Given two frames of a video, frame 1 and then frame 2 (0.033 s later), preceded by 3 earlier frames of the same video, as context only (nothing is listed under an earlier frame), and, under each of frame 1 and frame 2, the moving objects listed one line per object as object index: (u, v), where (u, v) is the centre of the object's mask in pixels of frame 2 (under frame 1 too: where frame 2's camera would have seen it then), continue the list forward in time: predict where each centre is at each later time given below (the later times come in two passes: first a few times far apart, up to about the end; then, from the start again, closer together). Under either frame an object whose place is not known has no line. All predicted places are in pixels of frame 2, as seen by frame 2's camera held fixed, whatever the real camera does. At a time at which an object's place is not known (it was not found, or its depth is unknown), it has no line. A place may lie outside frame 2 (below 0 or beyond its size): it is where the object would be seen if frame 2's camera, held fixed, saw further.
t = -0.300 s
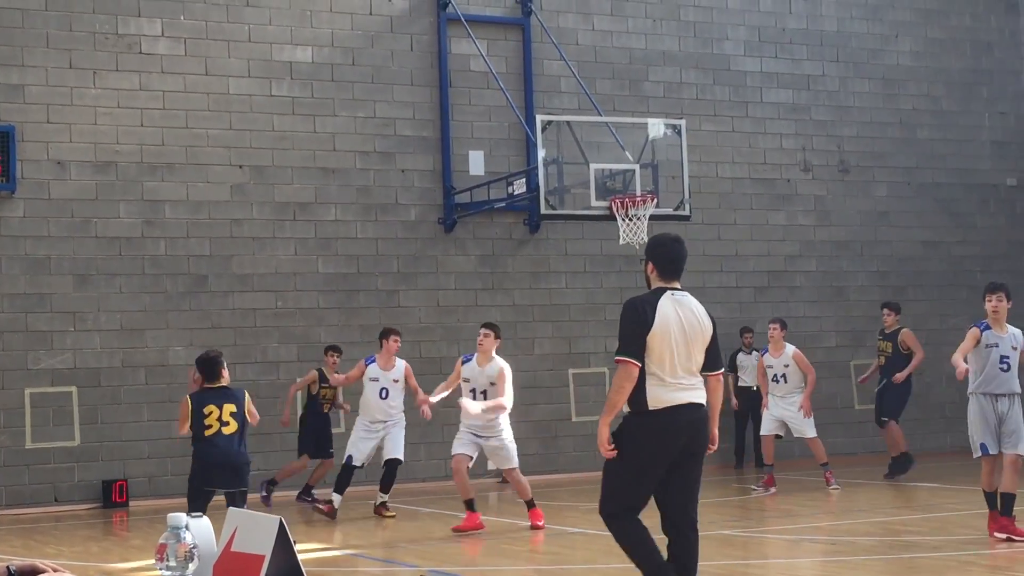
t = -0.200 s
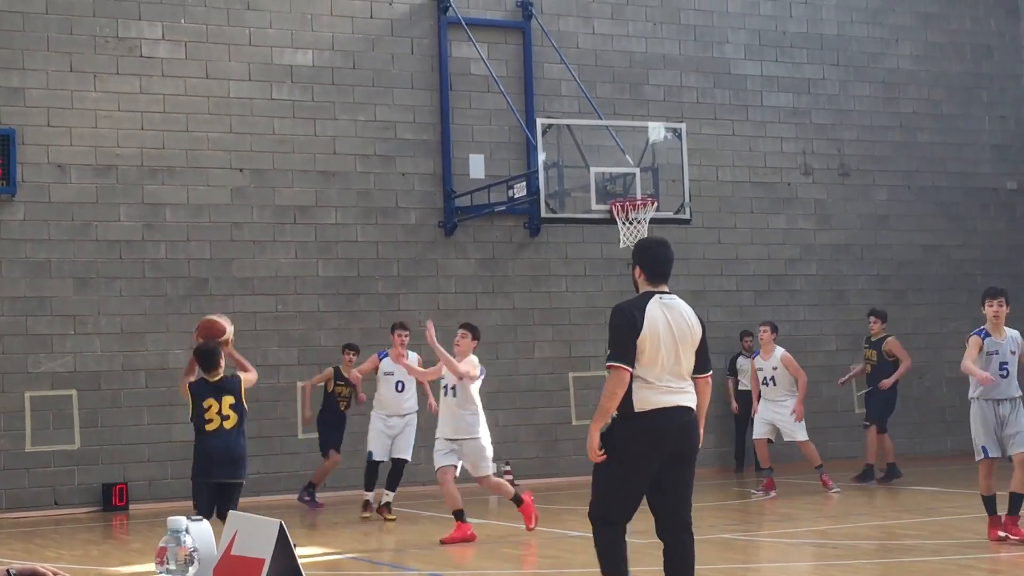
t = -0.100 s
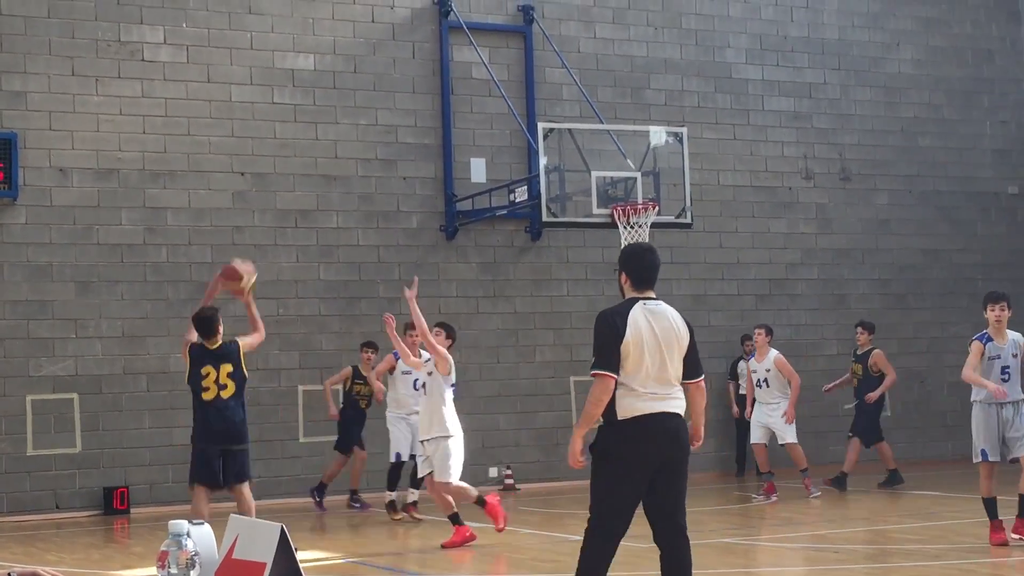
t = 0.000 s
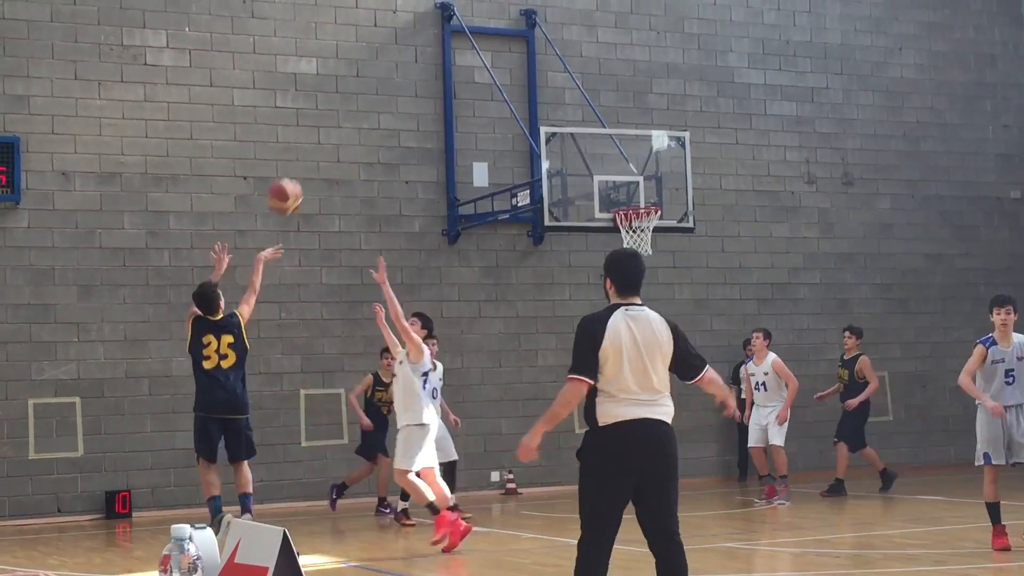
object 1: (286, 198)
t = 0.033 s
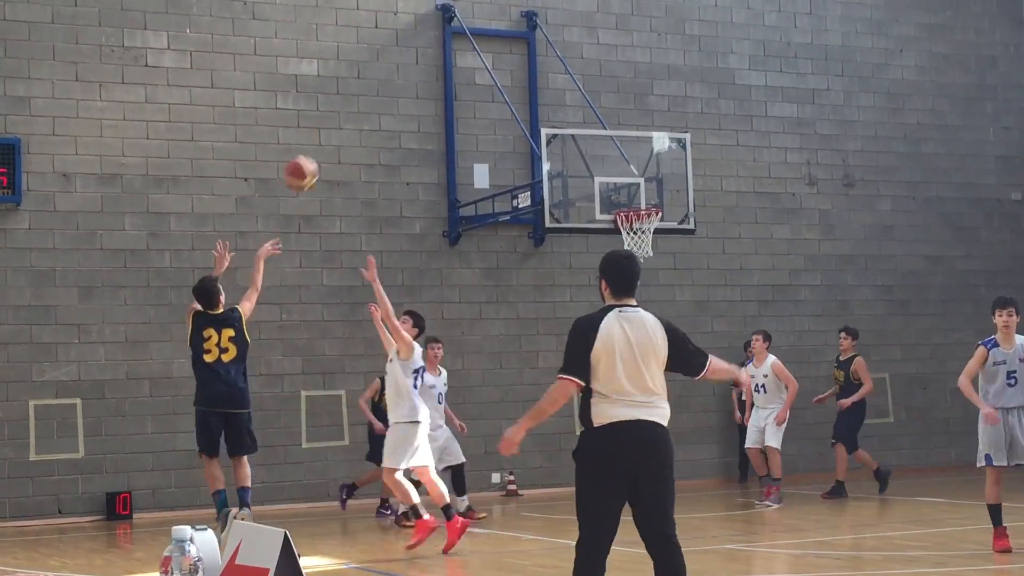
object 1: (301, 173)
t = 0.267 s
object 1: (396, 61)
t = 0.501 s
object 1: (474, 28)
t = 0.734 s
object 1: (540, 53)
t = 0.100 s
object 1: (330, 131)
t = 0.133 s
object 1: (344, 113)
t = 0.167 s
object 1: (357, 97)
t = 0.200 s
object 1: (371, 84)
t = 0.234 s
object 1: (384, 71)
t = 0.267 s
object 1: (396, 61)
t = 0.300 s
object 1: (408, 51)
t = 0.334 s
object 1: (420, 44)
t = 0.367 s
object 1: (432, 37)
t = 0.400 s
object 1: (442, 33)
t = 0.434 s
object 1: (453, 30)
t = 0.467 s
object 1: (464, 27)
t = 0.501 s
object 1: (474, 28)
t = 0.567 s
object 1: (494, 29)
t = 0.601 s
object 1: (503, 32)
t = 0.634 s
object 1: (512, 36)
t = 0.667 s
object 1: (522, 41)
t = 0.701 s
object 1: (531, 46)
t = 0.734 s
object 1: (540, 53)
